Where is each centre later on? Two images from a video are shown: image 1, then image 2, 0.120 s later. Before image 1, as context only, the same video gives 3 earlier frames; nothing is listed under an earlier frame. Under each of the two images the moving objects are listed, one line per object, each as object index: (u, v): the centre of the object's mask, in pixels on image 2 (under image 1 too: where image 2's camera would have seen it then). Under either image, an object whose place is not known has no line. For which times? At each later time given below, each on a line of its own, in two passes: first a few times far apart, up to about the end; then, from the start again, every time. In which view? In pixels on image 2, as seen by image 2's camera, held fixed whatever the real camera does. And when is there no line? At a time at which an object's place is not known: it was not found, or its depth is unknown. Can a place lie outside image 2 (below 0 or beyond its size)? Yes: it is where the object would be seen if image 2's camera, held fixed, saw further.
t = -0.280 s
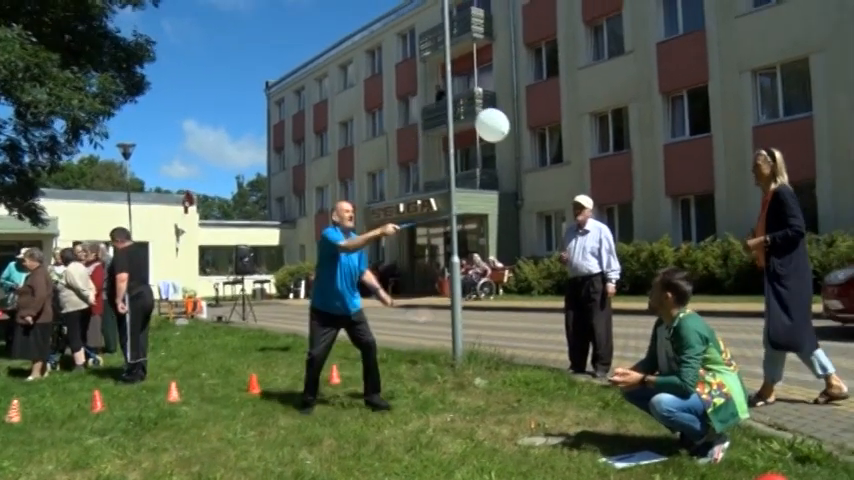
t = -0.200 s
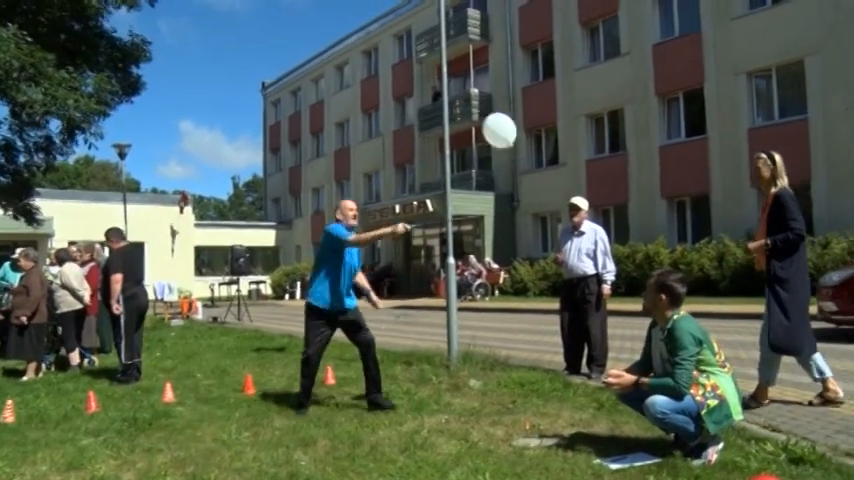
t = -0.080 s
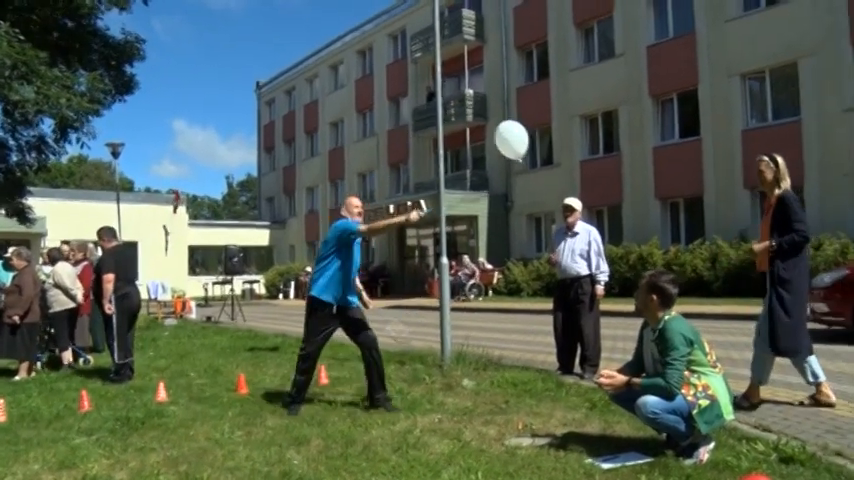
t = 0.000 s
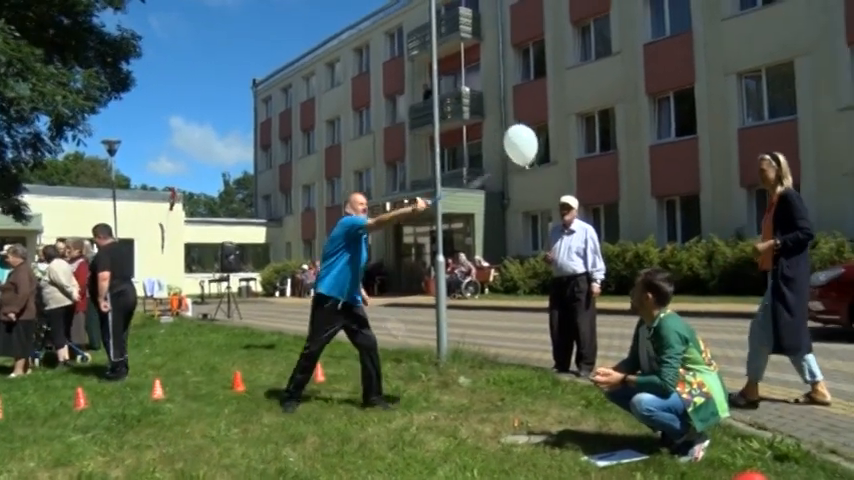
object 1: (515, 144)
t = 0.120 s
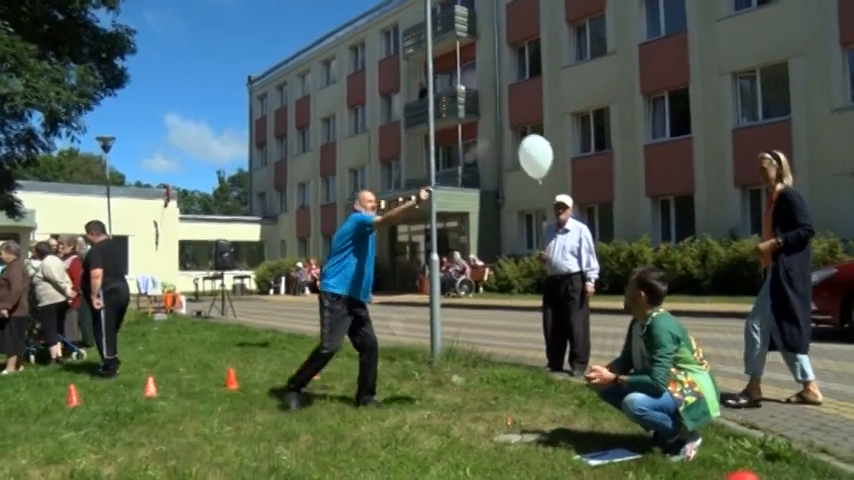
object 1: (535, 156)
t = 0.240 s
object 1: (556, 171)
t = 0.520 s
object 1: (604, 216)
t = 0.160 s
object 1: (542, 161)
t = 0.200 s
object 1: (549, 166)
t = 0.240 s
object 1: (556, 171)
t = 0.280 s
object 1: (563, 176)
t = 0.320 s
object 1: (571, 182)
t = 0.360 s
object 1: (578, 188)
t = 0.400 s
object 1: (585, 195)
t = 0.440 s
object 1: (591, 201)
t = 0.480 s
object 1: (598, 208)
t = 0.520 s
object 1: (604, 216)
